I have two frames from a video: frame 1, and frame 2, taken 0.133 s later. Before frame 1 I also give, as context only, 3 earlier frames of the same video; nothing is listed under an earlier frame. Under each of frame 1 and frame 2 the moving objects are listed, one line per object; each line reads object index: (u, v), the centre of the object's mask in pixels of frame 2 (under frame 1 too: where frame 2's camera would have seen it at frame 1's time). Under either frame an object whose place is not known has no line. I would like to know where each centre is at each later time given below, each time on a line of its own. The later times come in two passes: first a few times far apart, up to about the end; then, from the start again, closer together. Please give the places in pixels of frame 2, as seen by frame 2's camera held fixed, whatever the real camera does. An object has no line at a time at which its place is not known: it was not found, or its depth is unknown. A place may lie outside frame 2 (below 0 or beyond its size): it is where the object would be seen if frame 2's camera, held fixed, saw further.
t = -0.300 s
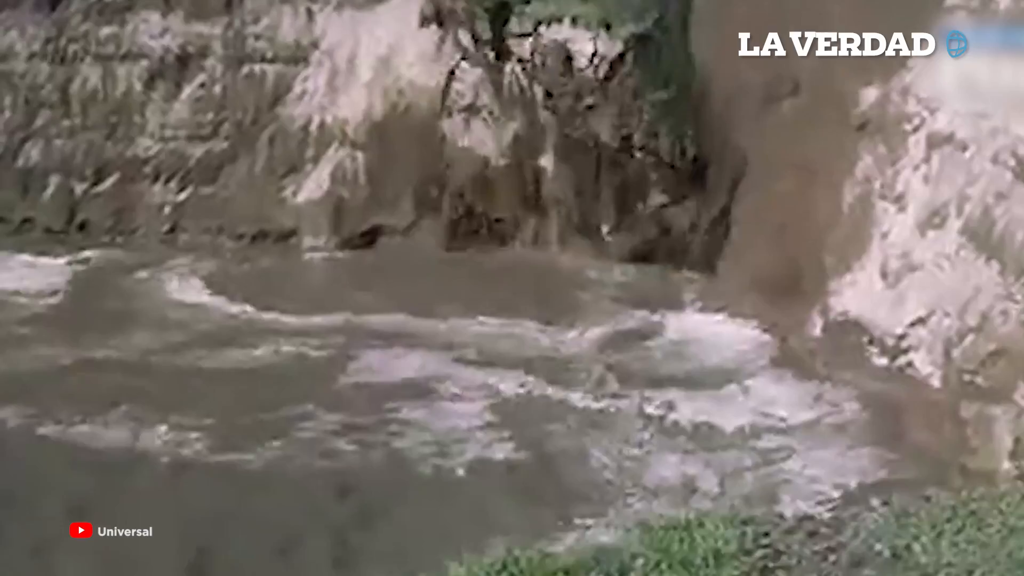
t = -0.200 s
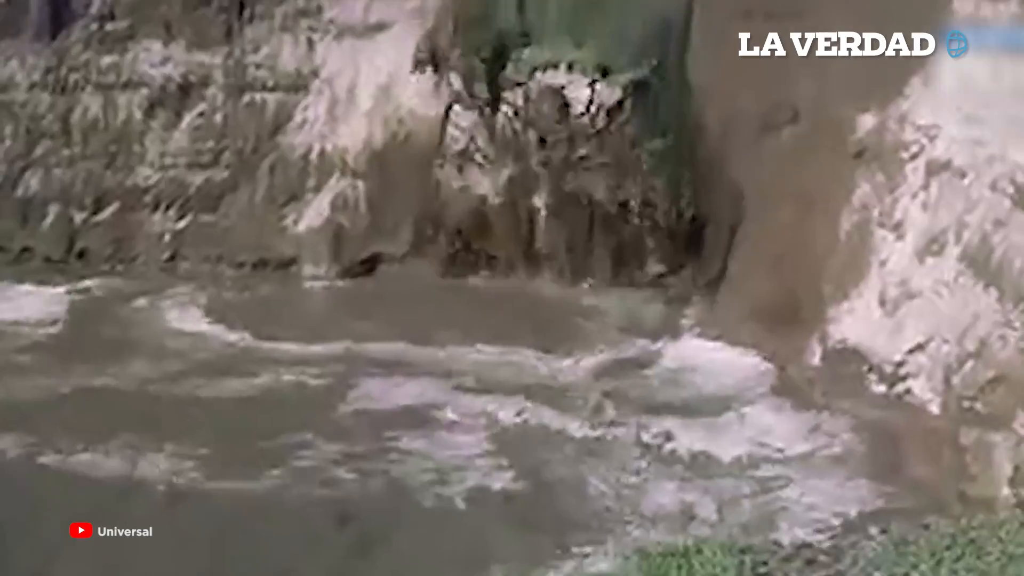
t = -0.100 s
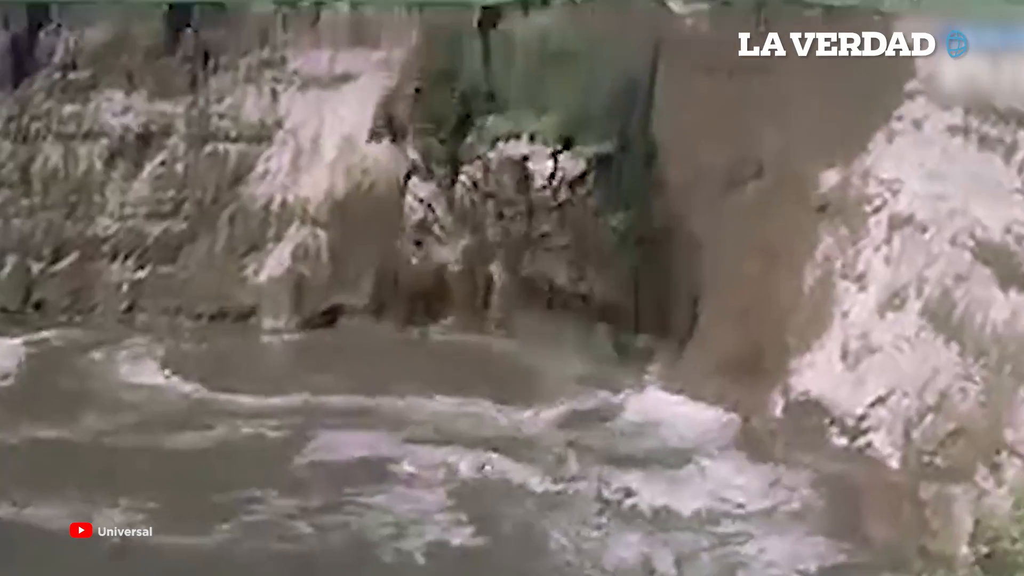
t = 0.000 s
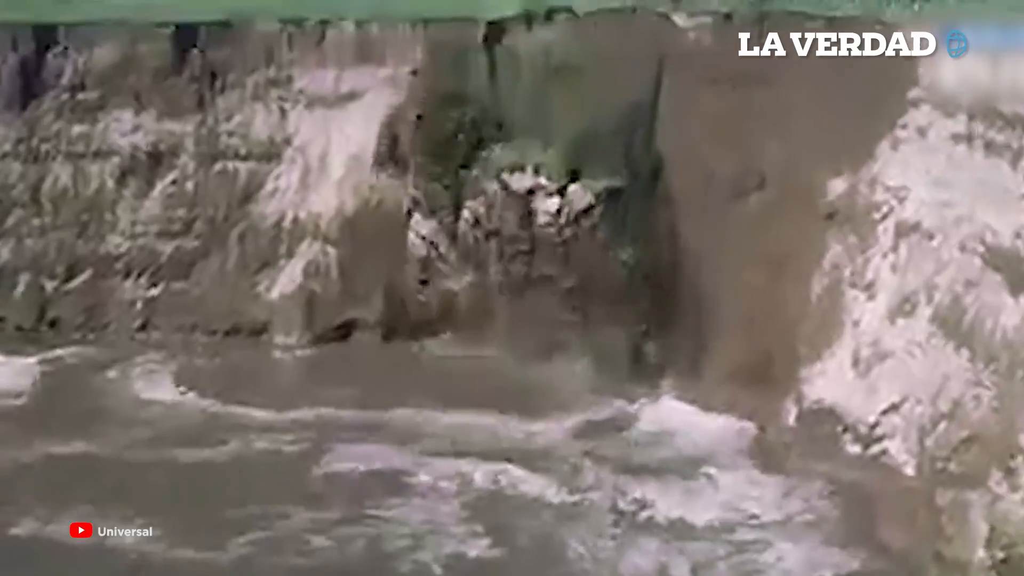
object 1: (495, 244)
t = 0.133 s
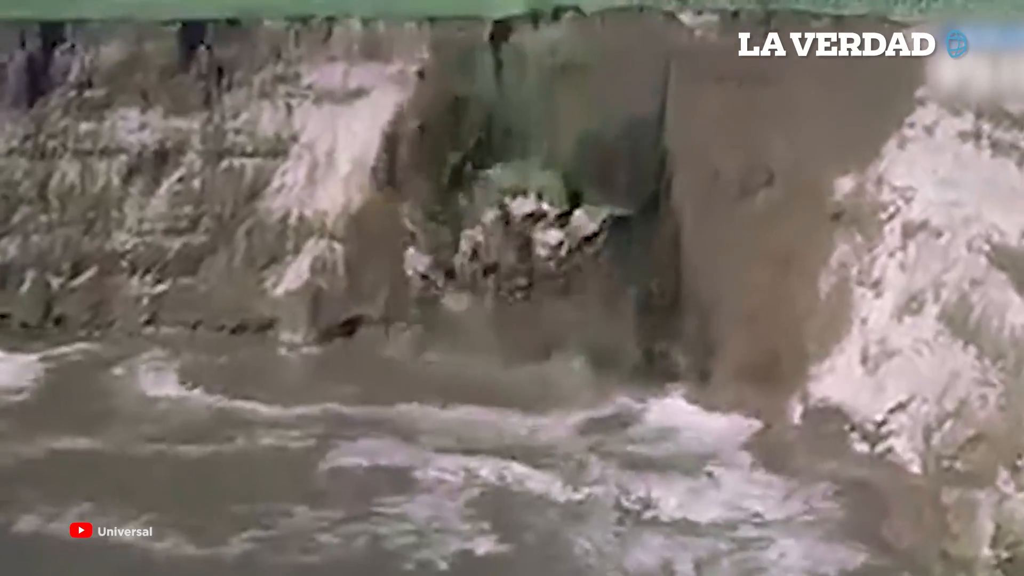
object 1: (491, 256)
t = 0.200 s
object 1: (486, 265)
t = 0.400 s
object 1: (476, 309)
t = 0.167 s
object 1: (487, 260)
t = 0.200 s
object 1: (486, 265)
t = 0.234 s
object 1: (485, 273)
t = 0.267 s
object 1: (484, 279)
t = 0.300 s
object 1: (482, 283)
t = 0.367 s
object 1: (476, 296)
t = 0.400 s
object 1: (476, 309)
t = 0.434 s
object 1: (471, 312)
